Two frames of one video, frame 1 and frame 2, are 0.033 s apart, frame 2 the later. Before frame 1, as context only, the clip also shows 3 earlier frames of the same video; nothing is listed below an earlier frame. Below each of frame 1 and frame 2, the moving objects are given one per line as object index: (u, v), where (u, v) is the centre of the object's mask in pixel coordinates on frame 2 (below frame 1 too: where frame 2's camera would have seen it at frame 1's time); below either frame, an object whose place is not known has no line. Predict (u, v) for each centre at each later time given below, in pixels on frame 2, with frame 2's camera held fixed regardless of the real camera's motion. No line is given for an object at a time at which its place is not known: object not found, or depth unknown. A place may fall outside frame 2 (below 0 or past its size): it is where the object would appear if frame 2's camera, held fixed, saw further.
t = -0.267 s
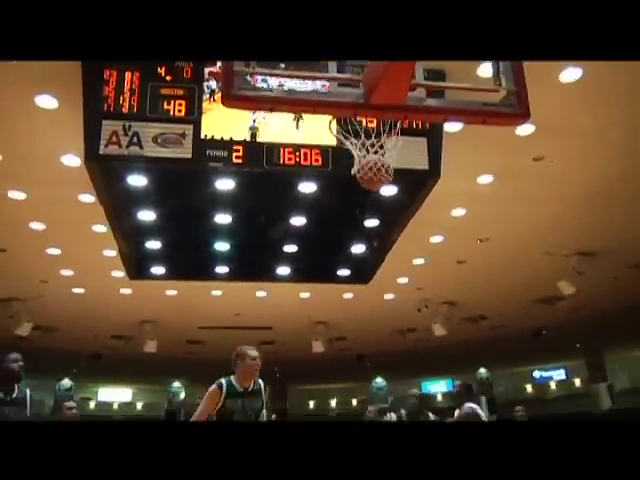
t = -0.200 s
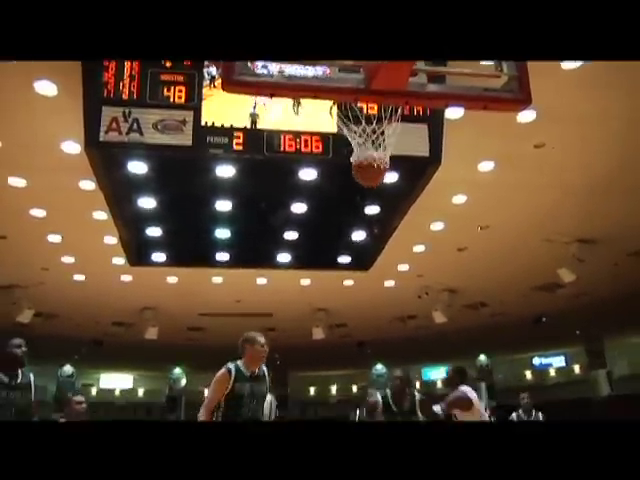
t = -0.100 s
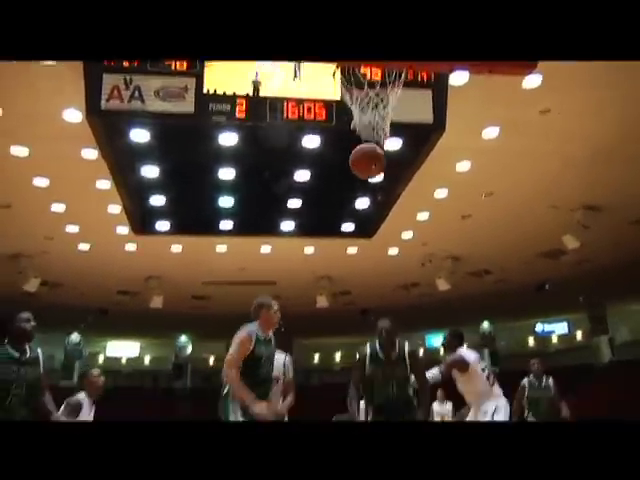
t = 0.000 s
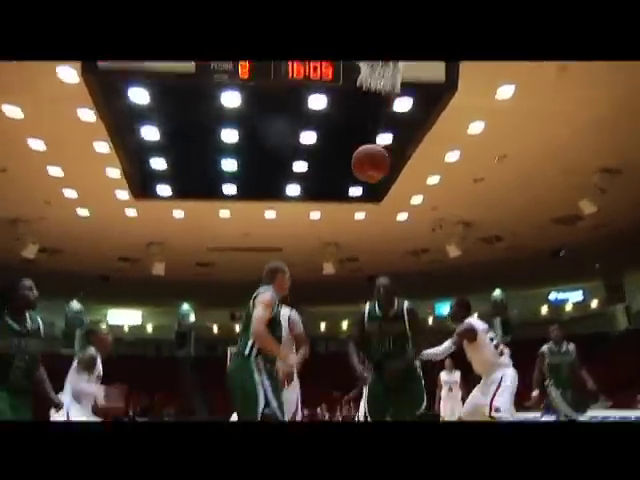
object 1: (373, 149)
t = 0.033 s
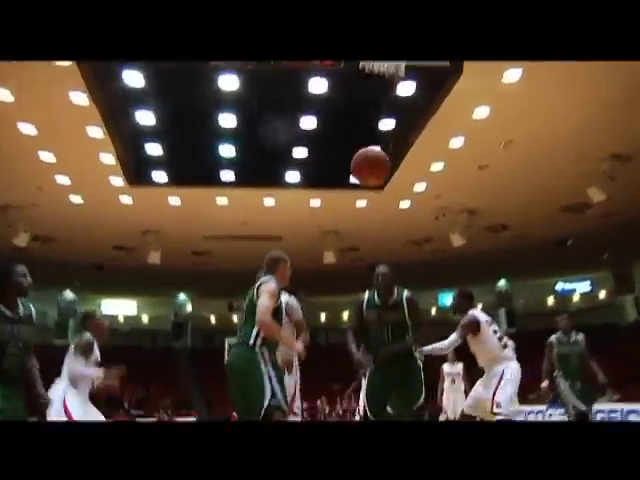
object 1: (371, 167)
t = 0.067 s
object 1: (368, 186)
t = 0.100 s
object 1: (367, 208)
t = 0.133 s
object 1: (365, 231)
